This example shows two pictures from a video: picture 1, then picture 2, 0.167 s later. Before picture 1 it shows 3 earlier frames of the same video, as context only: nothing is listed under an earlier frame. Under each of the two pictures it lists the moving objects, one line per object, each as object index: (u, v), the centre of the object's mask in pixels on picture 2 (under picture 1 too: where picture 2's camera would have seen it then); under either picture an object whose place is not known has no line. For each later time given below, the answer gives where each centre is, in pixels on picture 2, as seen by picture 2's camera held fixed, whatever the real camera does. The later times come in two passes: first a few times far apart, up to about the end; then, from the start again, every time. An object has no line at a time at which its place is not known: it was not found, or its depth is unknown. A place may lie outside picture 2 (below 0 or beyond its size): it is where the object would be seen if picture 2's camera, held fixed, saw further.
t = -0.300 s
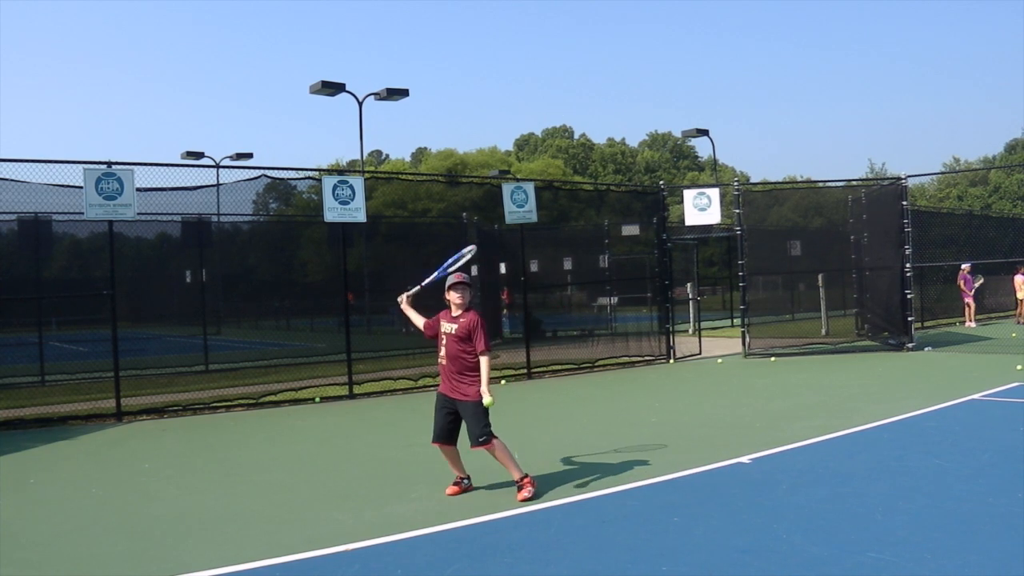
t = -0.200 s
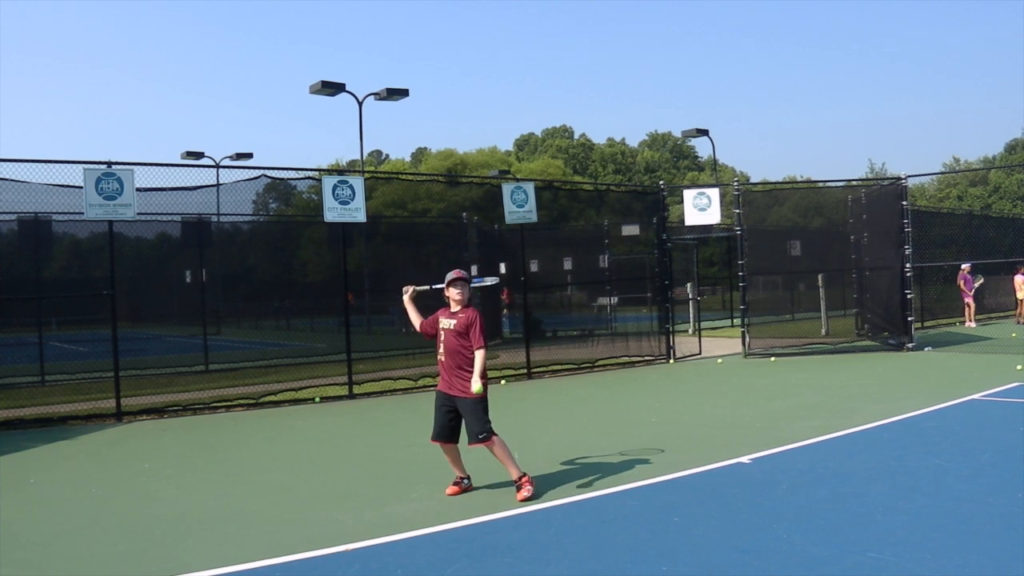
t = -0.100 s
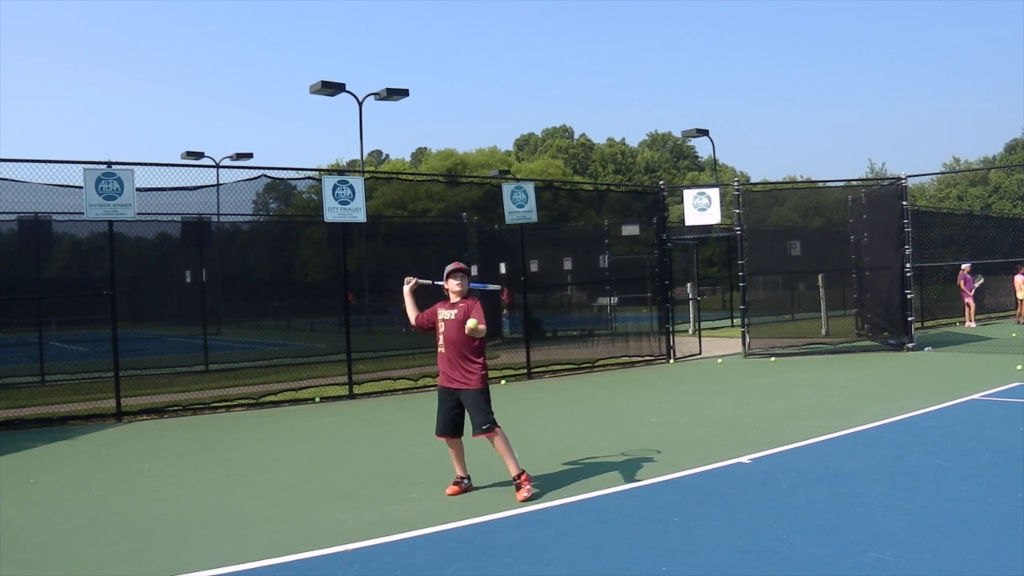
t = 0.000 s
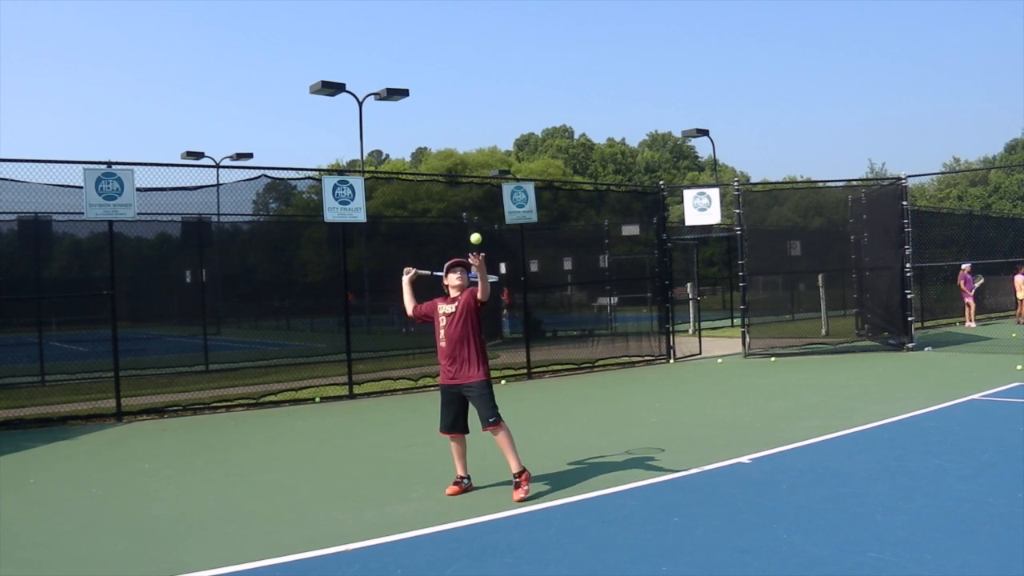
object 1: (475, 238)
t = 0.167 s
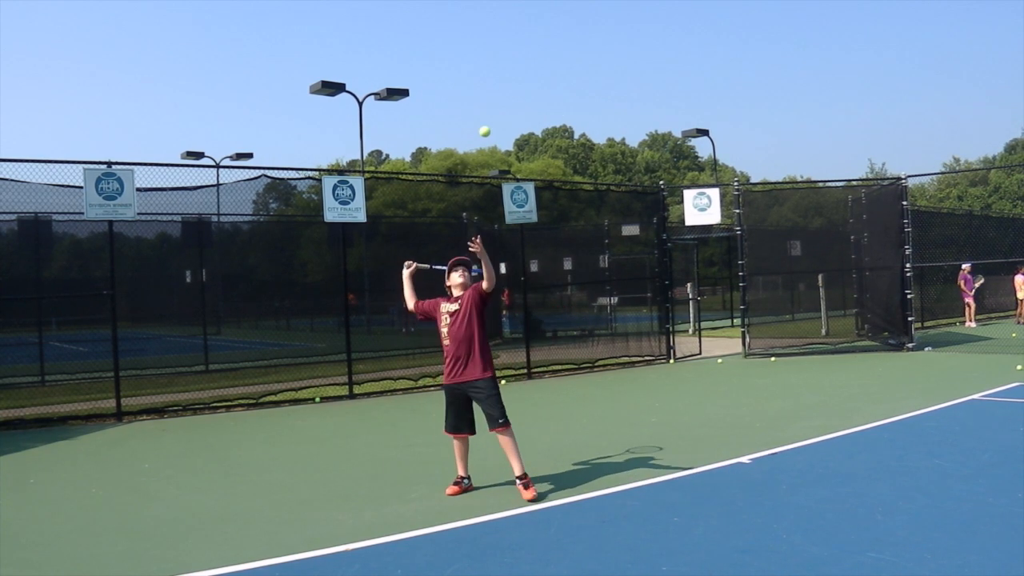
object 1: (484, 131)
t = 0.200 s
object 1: (486, 115)
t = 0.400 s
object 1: (499, 57)
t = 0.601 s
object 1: (515, 61)
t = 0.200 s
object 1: (486, 115)
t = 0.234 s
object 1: (488, 101)
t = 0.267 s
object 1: (491, 89)
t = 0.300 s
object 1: (493, 79)
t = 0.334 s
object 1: (495, 70)
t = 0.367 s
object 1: (497, 63)
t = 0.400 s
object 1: (499, 57)
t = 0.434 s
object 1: (502, 54)
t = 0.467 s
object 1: (504, 52)
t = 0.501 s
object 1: (507, 52)
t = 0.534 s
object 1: (509, 53)
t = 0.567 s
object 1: (512, 56)
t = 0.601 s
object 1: (515, 61)
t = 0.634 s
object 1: (518, 68)
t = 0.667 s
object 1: (521, 76)
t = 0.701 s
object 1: (524, 86)
